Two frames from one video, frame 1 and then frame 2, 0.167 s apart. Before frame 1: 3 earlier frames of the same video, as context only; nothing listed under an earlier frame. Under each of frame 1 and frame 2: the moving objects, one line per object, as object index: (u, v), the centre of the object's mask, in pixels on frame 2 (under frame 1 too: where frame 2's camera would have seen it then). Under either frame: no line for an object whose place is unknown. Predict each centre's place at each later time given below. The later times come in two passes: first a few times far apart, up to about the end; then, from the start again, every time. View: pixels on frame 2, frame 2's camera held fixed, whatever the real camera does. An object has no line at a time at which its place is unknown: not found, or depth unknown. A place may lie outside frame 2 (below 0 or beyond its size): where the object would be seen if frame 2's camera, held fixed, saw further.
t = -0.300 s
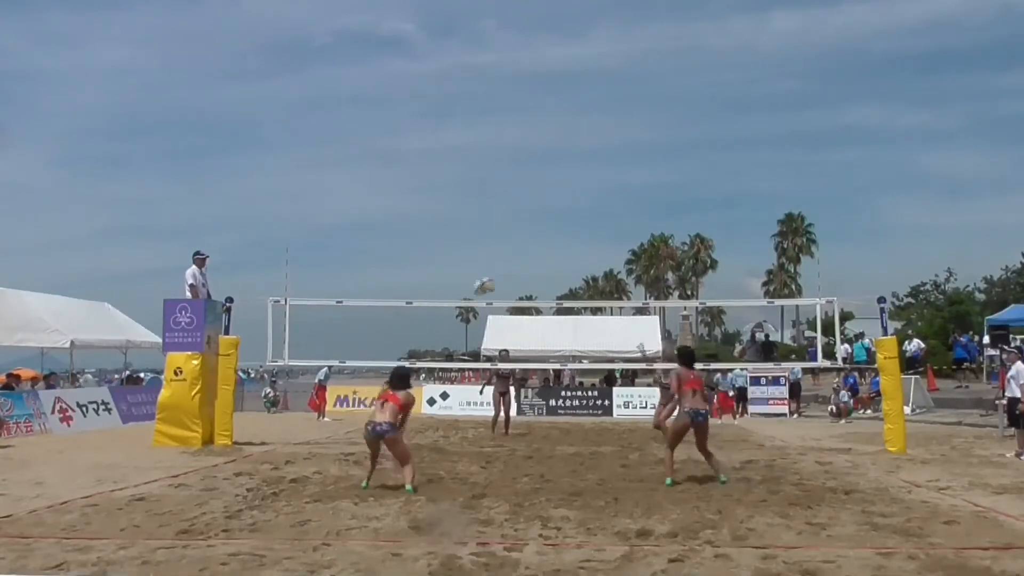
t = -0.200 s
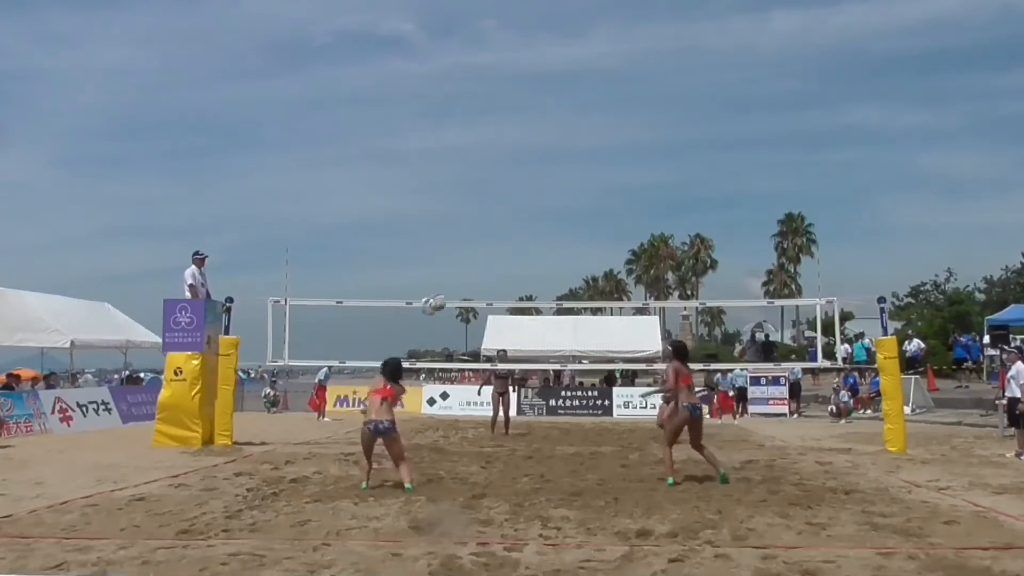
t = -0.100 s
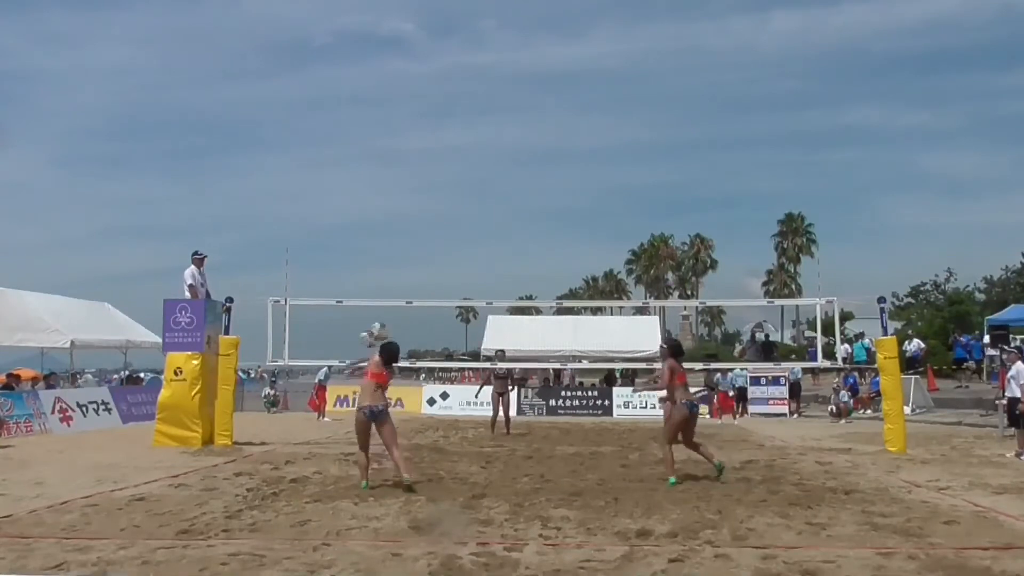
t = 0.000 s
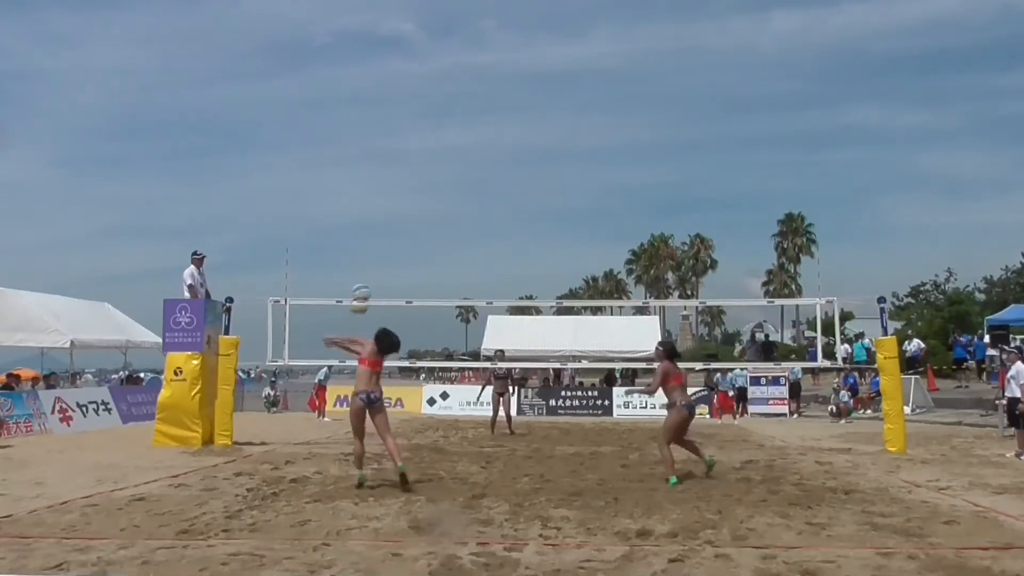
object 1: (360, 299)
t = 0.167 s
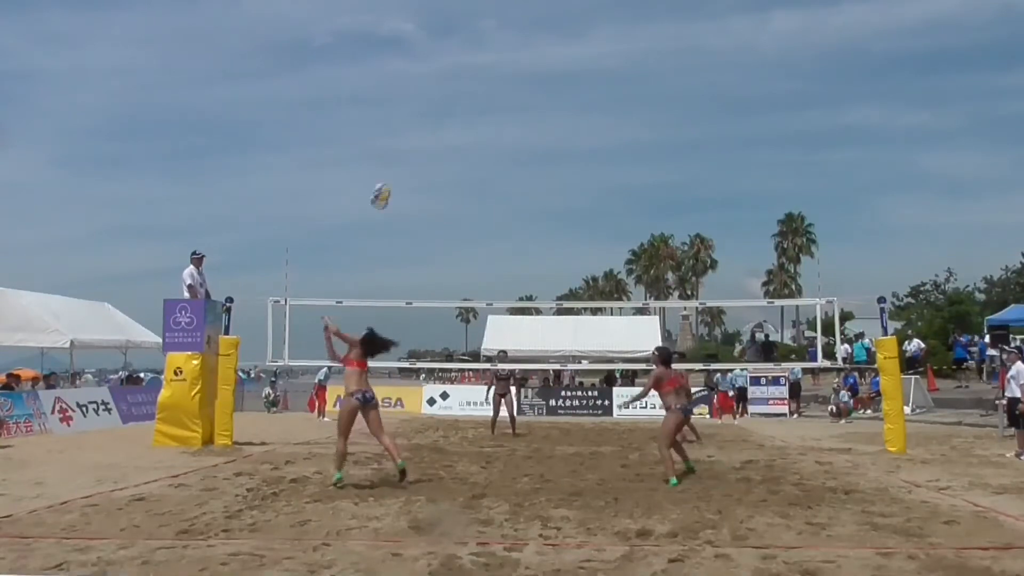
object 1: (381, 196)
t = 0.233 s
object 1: (389, 165)
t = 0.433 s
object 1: (412, 98)
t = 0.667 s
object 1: (437, 65)
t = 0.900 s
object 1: (458, 76)
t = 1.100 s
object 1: (476, 114)
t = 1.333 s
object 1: (494, 188)
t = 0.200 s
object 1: (385, 180)
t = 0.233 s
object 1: (389, 165)
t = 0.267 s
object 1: (393, 151)
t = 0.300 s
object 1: (397, 138)
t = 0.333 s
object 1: (401, 126)
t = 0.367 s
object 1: (405, 116)
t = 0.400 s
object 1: (409, 107)
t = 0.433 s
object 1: (412, 98)
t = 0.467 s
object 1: (416, 90)
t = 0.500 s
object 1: (420, 84)
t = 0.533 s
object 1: (423, 78)
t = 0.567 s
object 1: (426, 73)
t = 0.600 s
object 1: (430, 70)
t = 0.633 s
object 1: (434, 67)
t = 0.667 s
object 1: (437, 65)
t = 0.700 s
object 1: (440, 64)
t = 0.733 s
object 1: (443, 64)
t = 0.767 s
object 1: (446, 65)
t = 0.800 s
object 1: (450, 66)
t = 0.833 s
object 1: (452, 68)
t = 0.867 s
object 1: (456, 72)
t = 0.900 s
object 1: (458, 76)
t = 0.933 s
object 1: (462, 80)
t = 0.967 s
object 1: (464, 85)
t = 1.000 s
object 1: (467, 92)
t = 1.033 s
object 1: (470, 98)
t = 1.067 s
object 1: (473, 105)
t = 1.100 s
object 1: (476, 114)
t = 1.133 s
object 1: (478, 122)
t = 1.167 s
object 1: (481, 132)
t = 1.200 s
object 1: (484, 142)
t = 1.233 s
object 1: (487, 152)
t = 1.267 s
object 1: (489, 164)
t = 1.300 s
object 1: (492, 177)
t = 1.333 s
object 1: (494, 188)
